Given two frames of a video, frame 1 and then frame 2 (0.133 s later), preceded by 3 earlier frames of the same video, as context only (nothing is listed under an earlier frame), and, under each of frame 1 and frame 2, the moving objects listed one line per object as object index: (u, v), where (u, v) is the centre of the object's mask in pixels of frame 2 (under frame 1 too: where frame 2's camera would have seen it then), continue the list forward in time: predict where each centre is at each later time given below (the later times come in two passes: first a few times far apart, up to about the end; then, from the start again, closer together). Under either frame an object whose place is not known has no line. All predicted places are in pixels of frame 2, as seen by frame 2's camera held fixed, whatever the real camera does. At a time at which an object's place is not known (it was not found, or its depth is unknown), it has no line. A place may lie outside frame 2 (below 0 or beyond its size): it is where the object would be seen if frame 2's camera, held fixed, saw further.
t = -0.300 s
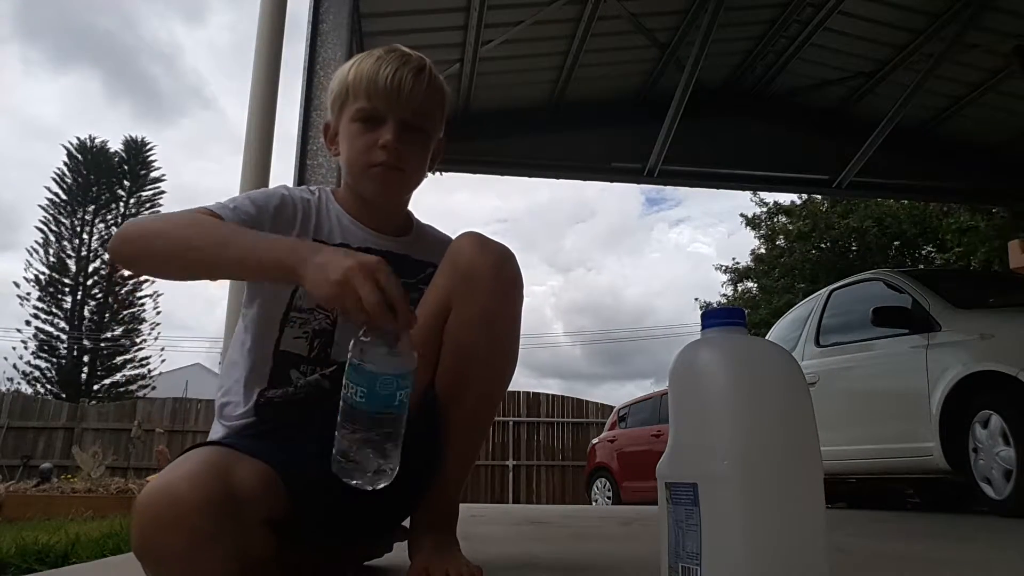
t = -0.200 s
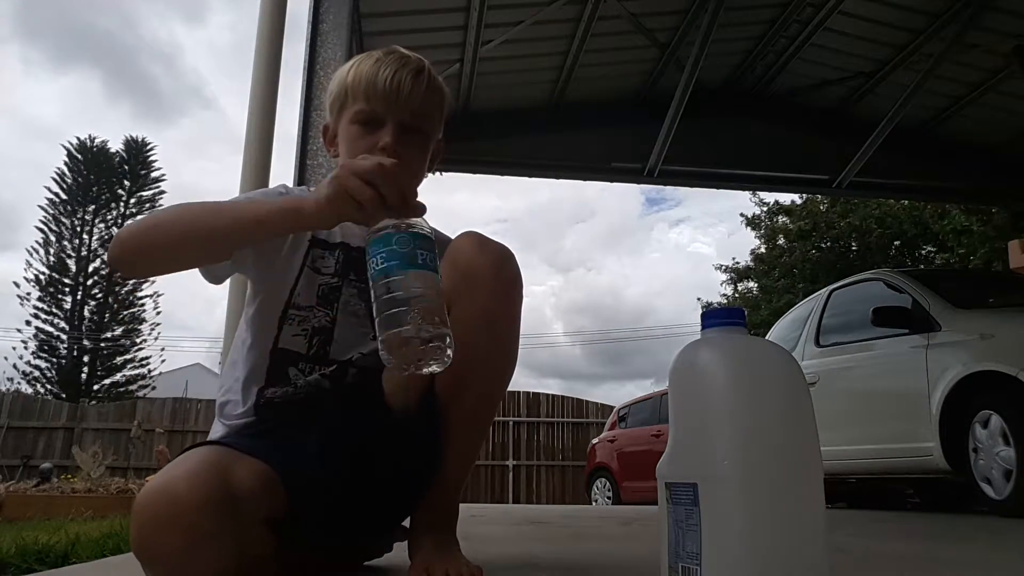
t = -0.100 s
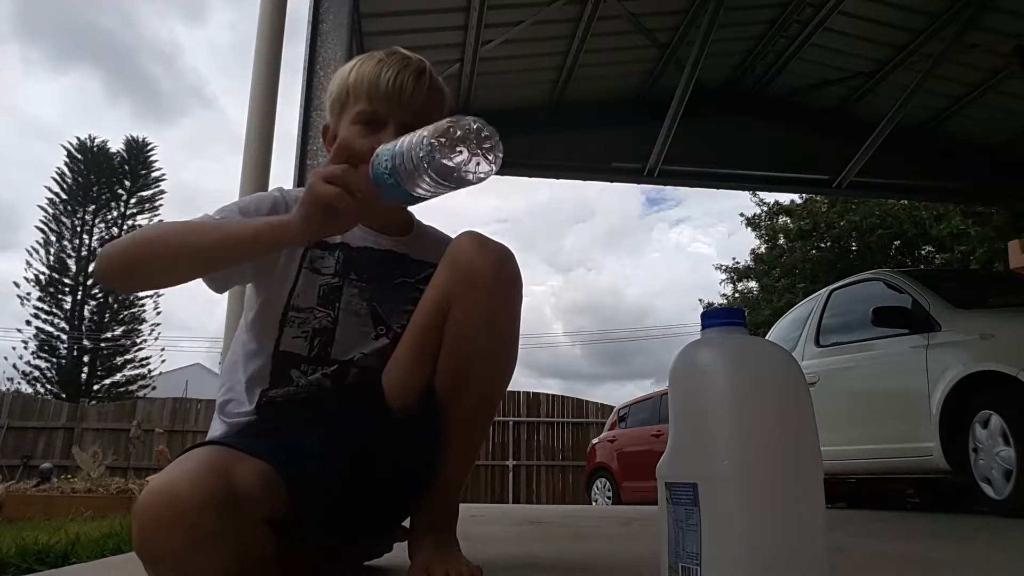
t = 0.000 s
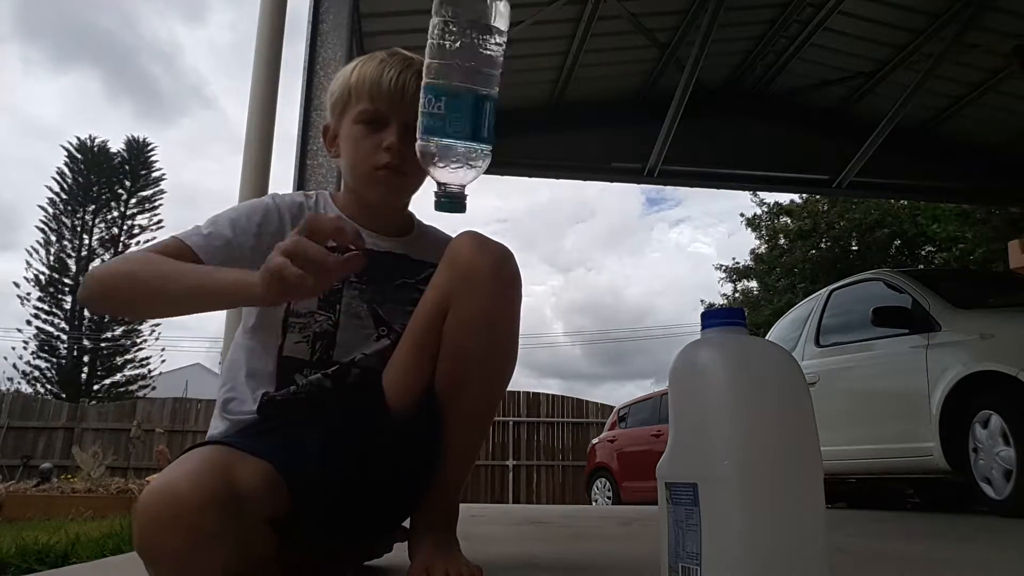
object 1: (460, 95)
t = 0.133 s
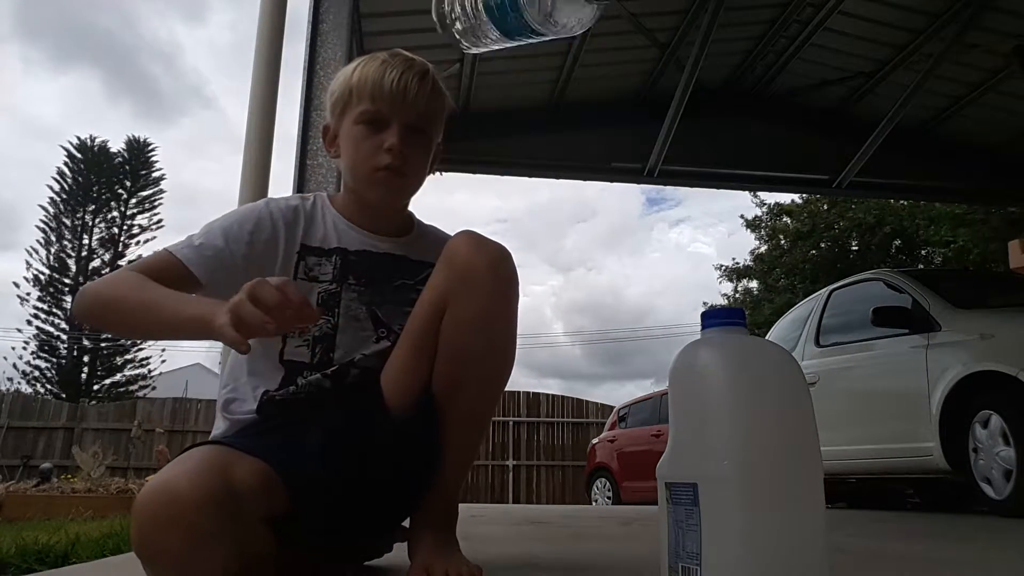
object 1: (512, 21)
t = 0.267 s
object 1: (519, 140)
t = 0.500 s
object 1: (496, 470)
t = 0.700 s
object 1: (494, 469)
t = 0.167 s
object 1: (497, 34)
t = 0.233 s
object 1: (513, 92)
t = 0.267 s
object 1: (519, 140)
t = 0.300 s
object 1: (516, 244)
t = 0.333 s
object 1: (510, 406)
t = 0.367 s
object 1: (498, 476)
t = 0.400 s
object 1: (504, 473)
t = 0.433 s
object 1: (504, 471)
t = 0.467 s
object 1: (501, 471)
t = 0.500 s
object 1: (496, 470)
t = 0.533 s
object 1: (490, 470)
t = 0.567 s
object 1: (486, 469)
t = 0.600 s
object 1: (484, 468)
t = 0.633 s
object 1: (484, 469)
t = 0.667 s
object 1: (489, 469)
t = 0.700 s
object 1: (494, 469)
